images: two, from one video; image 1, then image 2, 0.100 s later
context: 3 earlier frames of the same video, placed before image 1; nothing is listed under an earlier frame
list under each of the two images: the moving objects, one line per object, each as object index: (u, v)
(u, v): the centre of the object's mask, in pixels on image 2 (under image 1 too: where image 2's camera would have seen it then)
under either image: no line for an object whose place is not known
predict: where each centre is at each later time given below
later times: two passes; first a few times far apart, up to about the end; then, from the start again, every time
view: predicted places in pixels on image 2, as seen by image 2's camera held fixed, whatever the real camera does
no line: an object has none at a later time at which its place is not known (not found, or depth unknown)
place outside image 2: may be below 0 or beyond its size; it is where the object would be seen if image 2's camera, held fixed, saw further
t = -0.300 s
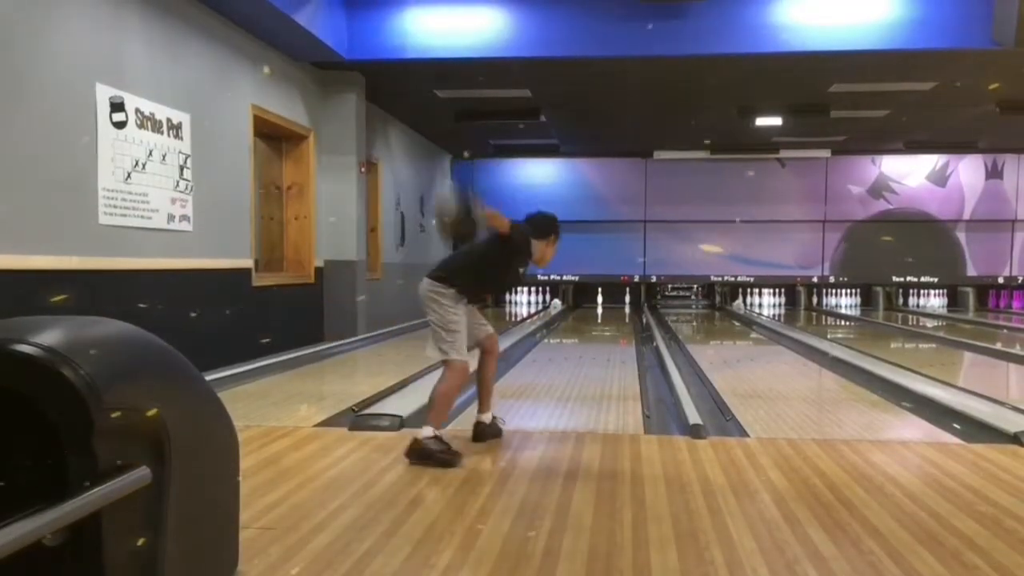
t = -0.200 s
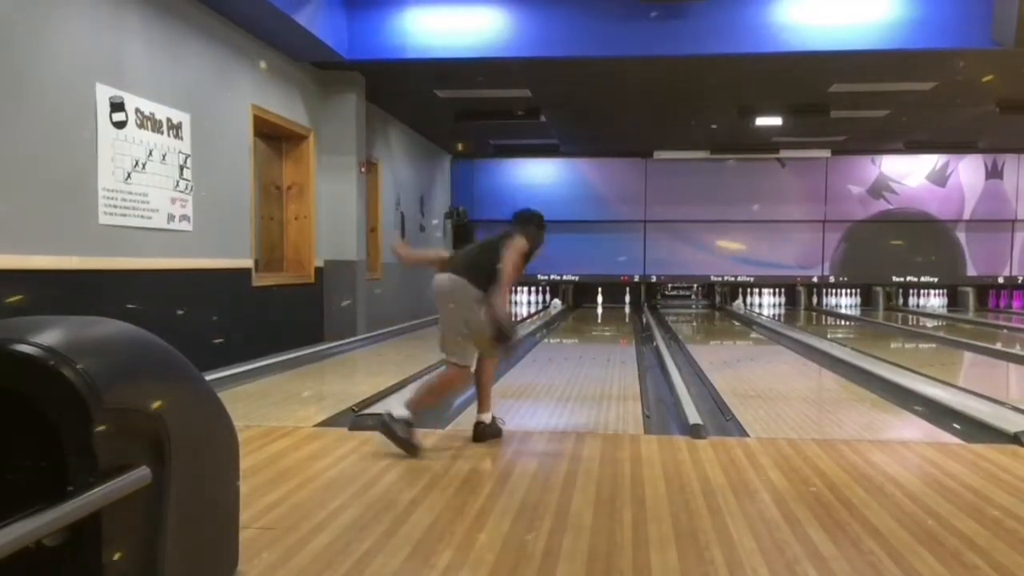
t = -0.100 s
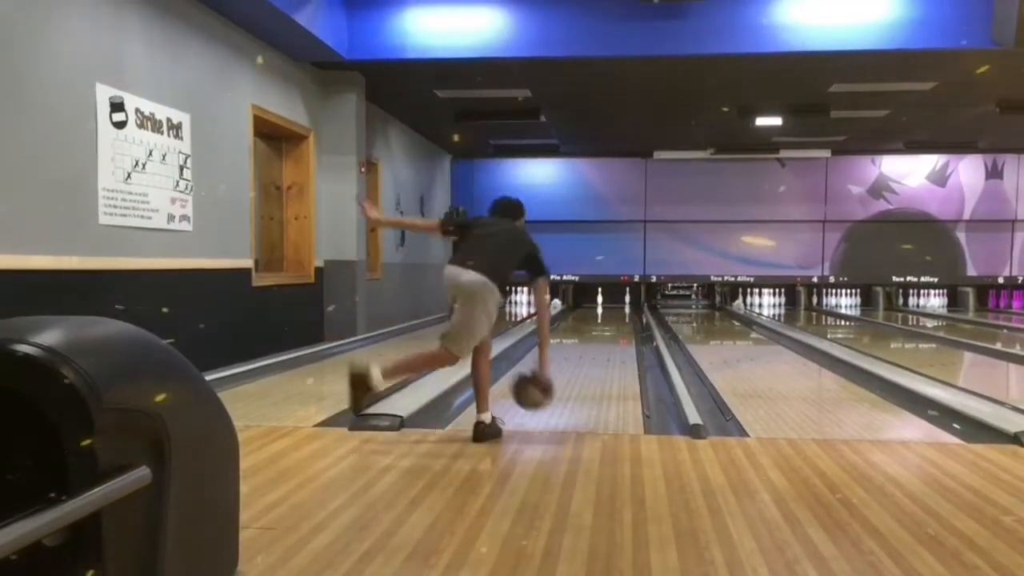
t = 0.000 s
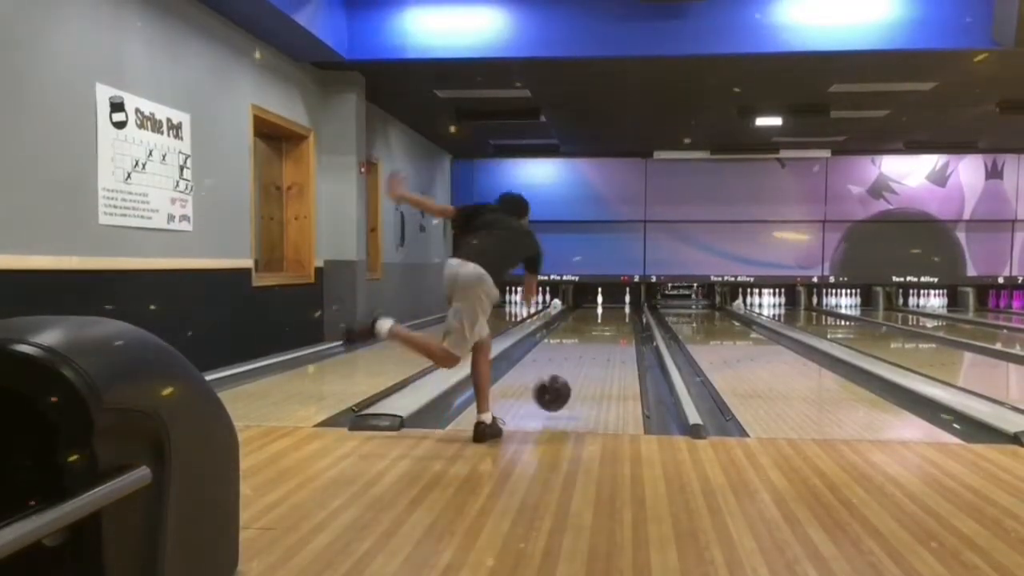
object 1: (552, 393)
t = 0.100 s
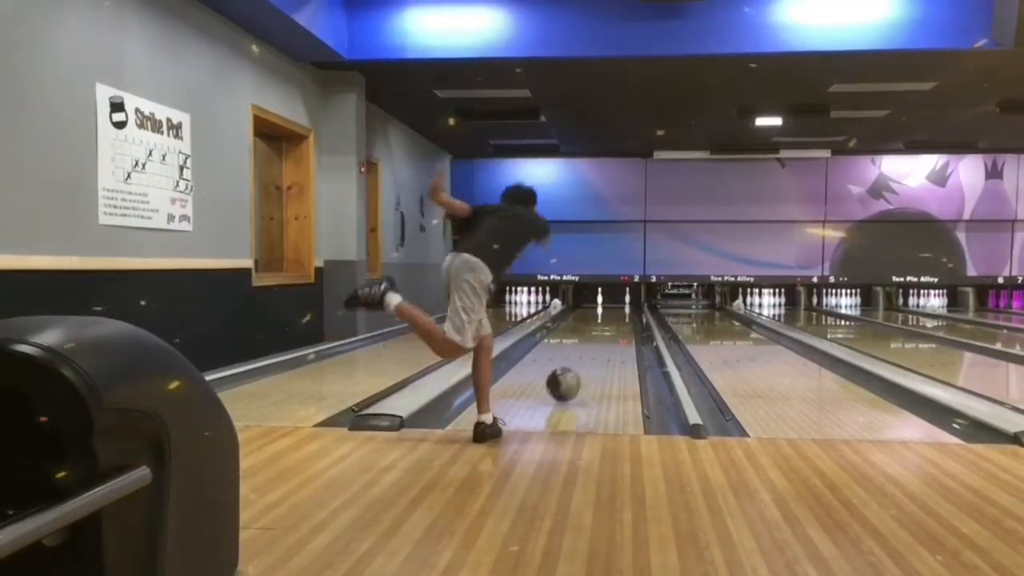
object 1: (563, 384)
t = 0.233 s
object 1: (575, 374)
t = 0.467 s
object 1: (591, 358)
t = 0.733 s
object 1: (602, 343)
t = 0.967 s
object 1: (610, 333)
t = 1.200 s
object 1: (614, 327)
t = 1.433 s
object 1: (618, 321)
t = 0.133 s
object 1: (566, 382)
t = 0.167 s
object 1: (570, 381)
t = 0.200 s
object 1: (572, 377)
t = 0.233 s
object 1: (575, 374)
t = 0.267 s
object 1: (578, 372)
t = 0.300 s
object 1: (580, 369)
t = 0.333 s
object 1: (583, 366)
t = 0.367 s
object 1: (585, 364)
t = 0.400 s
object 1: (587, 361)
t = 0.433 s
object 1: (589, 360)
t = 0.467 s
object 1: (591, 358)
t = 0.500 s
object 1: (593, 355)
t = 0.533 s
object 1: (594, 354)
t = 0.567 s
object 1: (596, 351)
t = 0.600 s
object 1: (597, 350)
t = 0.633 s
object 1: (599, 348)
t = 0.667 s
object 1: (599, 346)
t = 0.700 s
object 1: (601, 345)
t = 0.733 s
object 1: (602, 343)
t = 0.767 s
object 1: (603, 343)
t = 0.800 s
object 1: (605, 340)
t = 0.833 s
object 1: (606, 339)
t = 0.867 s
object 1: (607, 338)
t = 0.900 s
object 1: (608, 336)
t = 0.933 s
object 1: (609, 336)
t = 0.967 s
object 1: (610, 333)
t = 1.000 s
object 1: (611, 333)
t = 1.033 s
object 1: (611, 332)
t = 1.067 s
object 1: (612, 331)
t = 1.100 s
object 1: (613, 330)
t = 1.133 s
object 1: (613, 329)
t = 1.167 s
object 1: (614, 327)
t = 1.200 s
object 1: (614, 327)
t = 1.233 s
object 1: (615, 326)
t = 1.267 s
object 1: (615, 325)
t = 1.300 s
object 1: (616, 325)
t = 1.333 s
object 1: (617, 324)
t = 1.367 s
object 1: (617, 323)
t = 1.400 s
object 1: (617, 323)
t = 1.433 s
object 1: (618, 321)
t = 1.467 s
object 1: (618, 322)
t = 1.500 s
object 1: (619, 320)
